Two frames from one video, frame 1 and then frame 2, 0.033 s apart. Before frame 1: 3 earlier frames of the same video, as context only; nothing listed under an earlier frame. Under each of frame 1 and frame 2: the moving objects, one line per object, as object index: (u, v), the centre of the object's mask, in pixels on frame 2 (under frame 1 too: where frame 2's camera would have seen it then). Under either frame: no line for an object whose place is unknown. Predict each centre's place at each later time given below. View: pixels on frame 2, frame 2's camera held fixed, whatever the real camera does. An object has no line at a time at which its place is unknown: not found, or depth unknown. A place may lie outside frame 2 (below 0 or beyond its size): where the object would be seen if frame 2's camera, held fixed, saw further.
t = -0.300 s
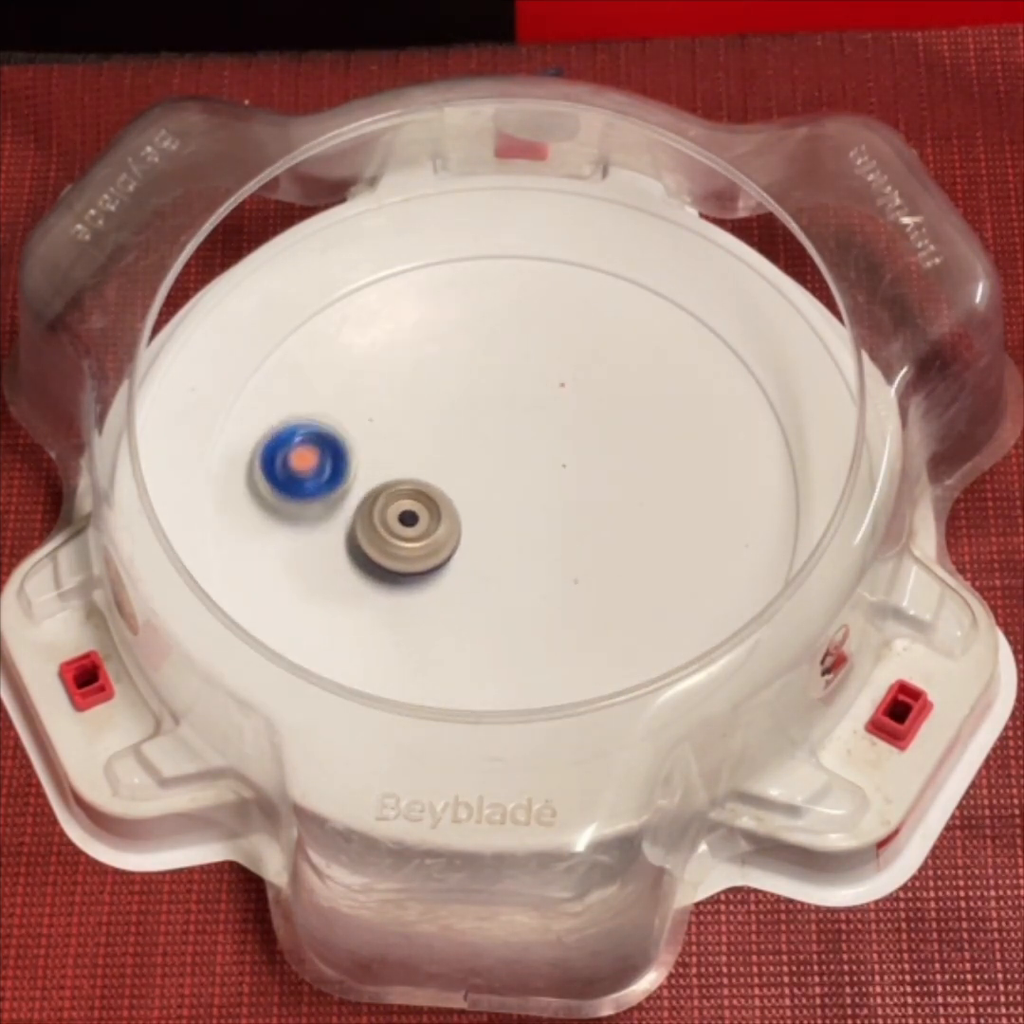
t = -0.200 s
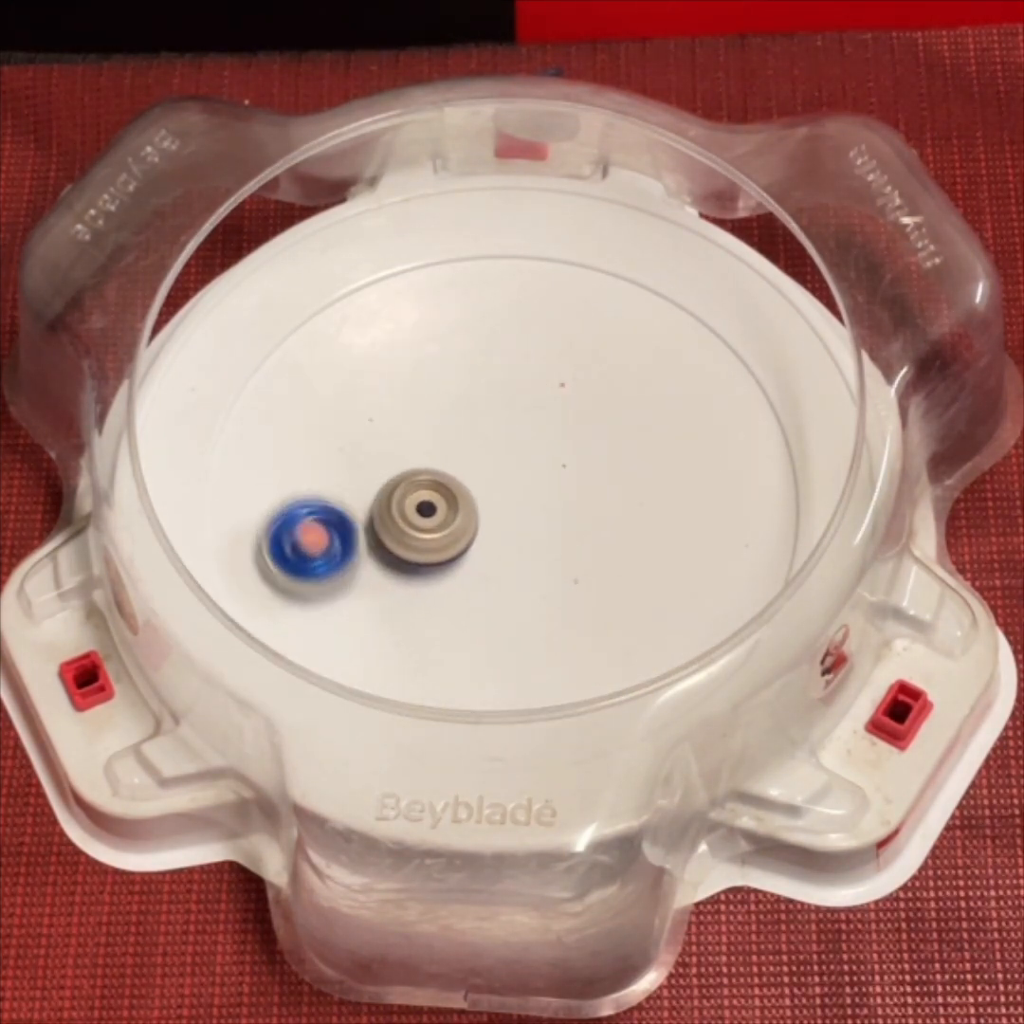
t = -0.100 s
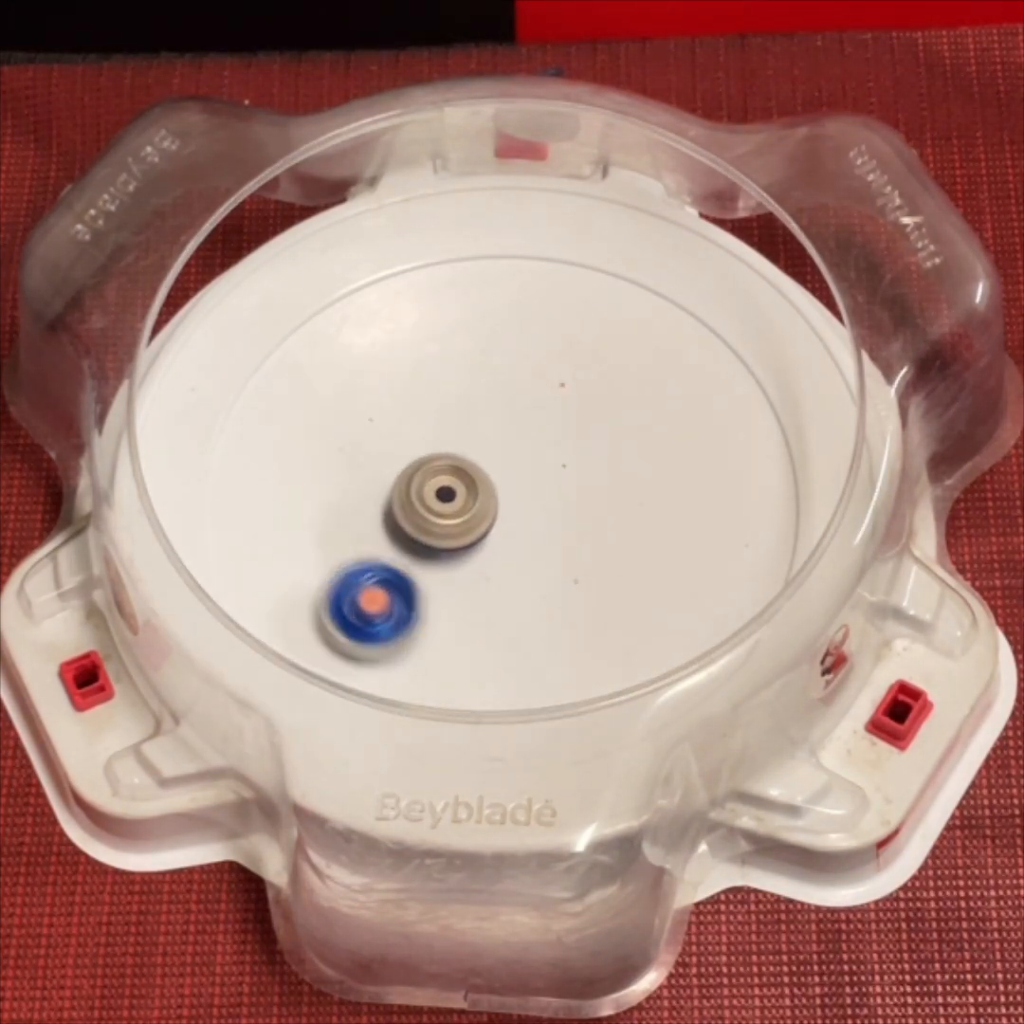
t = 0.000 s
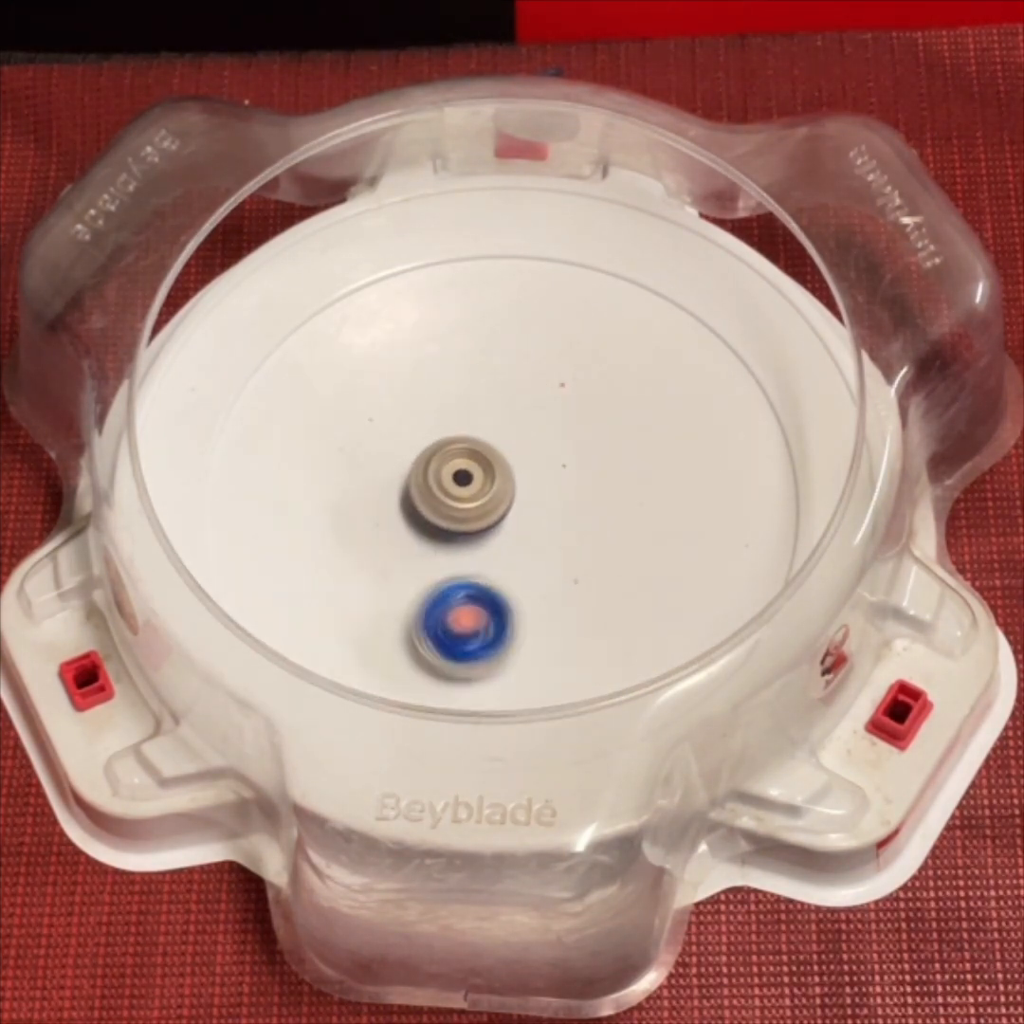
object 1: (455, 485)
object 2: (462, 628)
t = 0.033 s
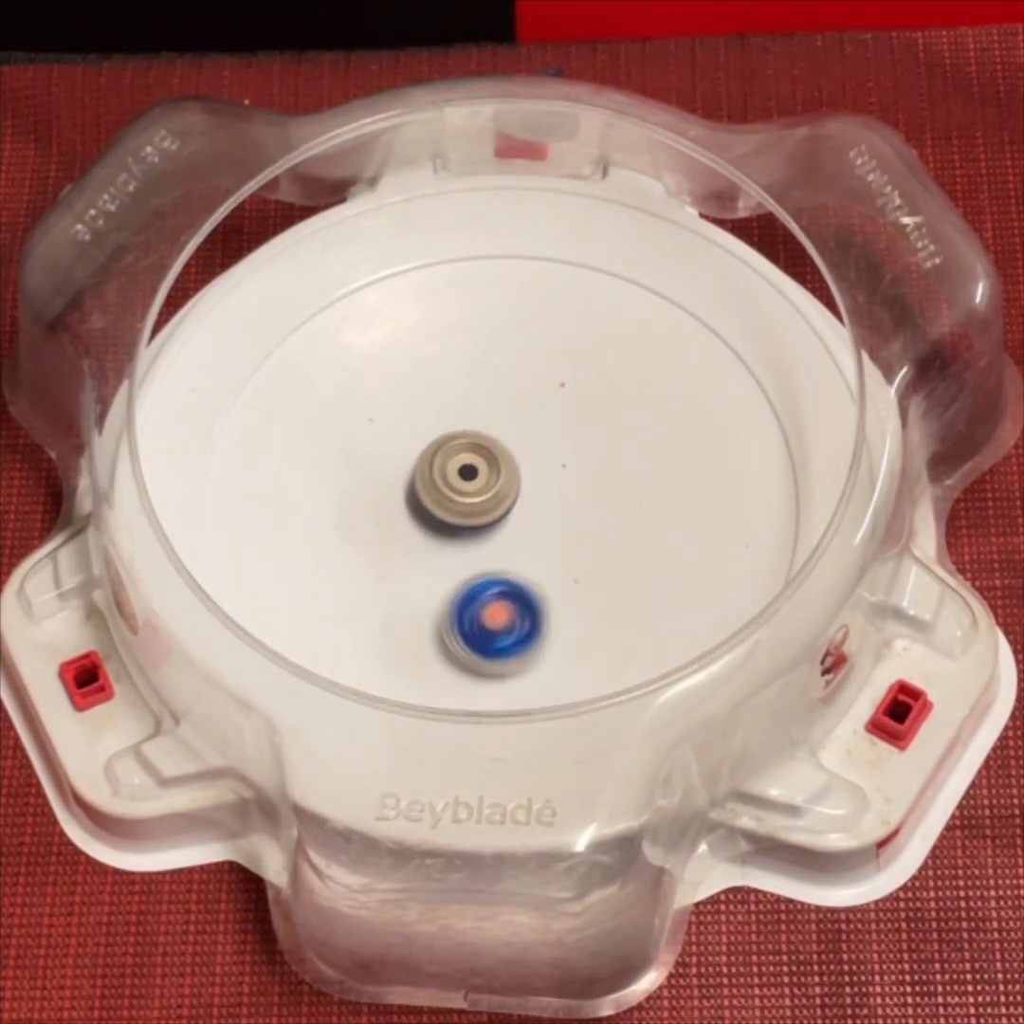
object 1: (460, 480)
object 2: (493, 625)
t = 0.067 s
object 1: (465, 475)
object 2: (524, 617)
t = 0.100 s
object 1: (470, 470)
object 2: (551, 604)
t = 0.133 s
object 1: (475, 465)
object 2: (575, 588)
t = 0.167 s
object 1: (481, 460)
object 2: (595, 568)
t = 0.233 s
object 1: (489, 450)
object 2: (620, 521)
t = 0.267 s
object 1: (492, 447)
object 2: (625, 495)
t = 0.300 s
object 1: (495, 443)
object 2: (626, 471)
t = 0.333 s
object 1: (497, 439)
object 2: (622, 447)
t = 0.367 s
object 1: (499, 437)
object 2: (613, 424)
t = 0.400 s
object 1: (462, 439)
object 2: (640, 394)
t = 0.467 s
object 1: (366, 445)
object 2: (694, 345)
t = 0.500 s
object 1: (332, 452)
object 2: (702, 328)
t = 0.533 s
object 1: (313, 461)
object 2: (696, 313)
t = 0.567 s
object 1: (304, 475)
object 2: (677, 309)
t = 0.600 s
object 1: (300, 490)
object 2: (653, 306)
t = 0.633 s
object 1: (299, 506)
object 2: (628, 303)
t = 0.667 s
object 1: (299, 521)
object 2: (601, 301)
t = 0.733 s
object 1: (308, 549)
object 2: (545, 298)
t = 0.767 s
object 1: (314, 562)
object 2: (515, 301)
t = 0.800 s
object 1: (322, 573)
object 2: (487, 310)
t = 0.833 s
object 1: (331, 583)
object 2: (460, 325)
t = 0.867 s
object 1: (342, 591)
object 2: (438, 343)
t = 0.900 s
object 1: (354, 599)
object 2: (420, 368)
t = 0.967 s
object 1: (380, 609)
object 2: (398, 423)
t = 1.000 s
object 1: (394, 611)
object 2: (396, 451)
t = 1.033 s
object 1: (407, 612)
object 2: (399, 479)
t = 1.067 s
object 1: (422, 612)
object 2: (407, 507)
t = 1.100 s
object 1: (435, 616)
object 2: (420, 525)
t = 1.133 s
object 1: (437, 638)
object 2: (451, 501)
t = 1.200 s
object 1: (448, 723)
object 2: (522, 480)
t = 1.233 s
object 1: (470, 721)
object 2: (547, 472)
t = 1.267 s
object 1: (494, 707)
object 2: (567, 461)
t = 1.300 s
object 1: (516, 704)
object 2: (586, 455)
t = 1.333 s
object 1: (538, 698)
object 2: (601, 456)
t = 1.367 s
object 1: (557, 673)
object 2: (611, 460)
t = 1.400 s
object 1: (580, 660)
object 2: (616, 466)
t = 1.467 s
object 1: (616, 628)
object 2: (621, 487)
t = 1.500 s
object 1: (624, 612)
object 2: (624, 498)
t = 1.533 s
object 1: (626, 598)
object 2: (627, 505)
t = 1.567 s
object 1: (623, 606)
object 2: (629, 499)
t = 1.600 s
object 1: (616, 611)
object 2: (630, 492)
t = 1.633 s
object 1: (610, 610)
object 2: (628, 489)
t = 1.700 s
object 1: (599, 600)
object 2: (614, 489)
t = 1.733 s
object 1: (591, 595)
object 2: (603, 490)
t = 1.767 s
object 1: (583, 589)
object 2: (592, 496)
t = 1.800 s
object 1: (572, 590)
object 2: (581, 497)
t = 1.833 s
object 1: (559, 593)
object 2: (569, 500)
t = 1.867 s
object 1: (532, 639)
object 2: (569, 458)
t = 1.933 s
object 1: (469, 692)
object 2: (553, 388)
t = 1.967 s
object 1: (442, 706)
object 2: (537, 370)
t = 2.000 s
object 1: (431, 713)
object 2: (517, 359)
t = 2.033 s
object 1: (422, 714)
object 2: (495, 357)
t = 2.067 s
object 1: (418, 715)
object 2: (471, 361)
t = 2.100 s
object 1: (416, 712)
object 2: (448, 368)
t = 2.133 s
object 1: (414, 708)
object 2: (426, 379)
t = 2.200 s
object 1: (408, 693)
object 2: (387, 410)
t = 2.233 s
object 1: (403, 681)
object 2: (371, 428)
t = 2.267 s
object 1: (401, 670)
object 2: (360, 448)
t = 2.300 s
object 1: (398, 664)
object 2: (352, 469)
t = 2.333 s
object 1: (398, 656)
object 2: (348, 491)
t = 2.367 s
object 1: (397, 644)
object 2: (346, 513)
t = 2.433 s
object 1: (409, 630)
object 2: (347, 540)
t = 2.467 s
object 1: (430, 650)
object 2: (344, 529)
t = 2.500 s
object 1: (447, 655)
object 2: (347, 523)
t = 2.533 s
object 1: (465, 654)
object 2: (354, 523)
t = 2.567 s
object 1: (477, 643)
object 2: (362, 529)
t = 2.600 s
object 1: (491, 629)
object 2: (373, 540)
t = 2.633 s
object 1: (503, 611)
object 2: (387, 553)
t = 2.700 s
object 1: (535, 566)
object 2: (417, 574)
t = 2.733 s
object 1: (562, 541)
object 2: (427, 579)
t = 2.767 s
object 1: (583, 512)
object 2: (442, 581)
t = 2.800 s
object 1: (597, 480)
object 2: (462, 579)
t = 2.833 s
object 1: (609, 446)
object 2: (483, 573)
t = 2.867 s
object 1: (611, 414)
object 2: (503, 563)
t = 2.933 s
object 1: (606, 364)
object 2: (535, 535)
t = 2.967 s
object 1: (594, 343)
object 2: (543, 518)
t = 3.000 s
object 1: (584, 330)
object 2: (548, 501)
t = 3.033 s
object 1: (576, 324)
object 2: (549, 482)
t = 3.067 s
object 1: (569, 319)
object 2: (546, 464)
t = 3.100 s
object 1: (567, 316)
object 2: (539, 447)
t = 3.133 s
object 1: (561, 314)
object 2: (528, 432)
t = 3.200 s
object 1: (542, 314)
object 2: (499, 410)
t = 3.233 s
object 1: (542, 315)
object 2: (479, 405)
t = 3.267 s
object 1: (536, 319)
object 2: (458, 403)
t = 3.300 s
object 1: (530, 325)
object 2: (438, 407)
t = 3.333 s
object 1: (518, 334)
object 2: (418, 416)
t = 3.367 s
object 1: (512, 343)
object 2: (402, 427)
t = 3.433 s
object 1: (497, 361)
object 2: (380, 459)
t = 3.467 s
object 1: (489, 372)
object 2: (376, 479)
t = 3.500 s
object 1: (480, 385)
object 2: (377, 499)
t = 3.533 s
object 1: (470, 401)
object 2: (383, 519)
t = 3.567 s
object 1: (459, 419)
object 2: (393, 537)
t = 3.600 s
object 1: (453, 440)
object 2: (407, 554)
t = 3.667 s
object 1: (436, 461)
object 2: (439, 593)
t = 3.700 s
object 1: (439, 448)
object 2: (452, 628)
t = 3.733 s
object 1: (442, 443)
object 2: (468, 653)
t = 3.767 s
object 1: (444, 444)
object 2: (486, 663)
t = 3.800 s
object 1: (442, 449)
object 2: (507, 667)
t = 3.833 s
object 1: (438, 454)
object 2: (529, 667)
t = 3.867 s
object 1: (435, 459)
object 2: (552, 664)
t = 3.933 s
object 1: (429, 467)
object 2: (595, 653)
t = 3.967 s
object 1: (426, 472)
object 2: (616, 644)
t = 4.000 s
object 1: (423, 476)
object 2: (635, 632)
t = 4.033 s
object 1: (421, 480)
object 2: (651, 618)
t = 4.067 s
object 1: (419, 485)
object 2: (664, 600)
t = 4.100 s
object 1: (417, 489)
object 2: (673, 580)
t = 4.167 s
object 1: (414, 498)
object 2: (678, 535)
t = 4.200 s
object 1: (413, 502)
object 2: (674, 516)
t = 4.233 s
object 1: (412, 506)
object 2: (665, 495)
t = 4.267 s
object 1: (411, 510)
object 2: (652, 476)
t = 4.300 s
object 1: (411, 514)
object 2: (637, 458)
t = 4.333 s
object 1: (411, 518)
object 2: (618, 443)
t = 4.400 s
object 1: (413, 525)
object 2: (574, 421)
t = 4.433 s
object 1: (414, 529)
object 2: (550, 415)
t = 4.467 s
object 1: (417, 532)
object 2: (526, 411)
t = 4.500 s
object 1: (420, 536)
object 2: (502, 411)
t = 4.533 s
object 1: (423, 538)
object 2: (479, 412)
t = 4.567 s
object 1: (427, 540)
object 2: (456, 417)
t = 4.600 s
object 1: (431, 542)
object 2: (435, 423)
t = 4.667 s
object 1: (440, 545)
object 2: (396, 440)
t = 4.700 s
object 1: (445, 546)
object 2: (379, 451)
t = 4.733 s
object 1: (450, 547)
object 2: (364, 464)
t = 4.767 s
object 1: (455, 547)
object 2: (353, 478)
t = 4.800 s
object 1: (460, 548)
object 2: (342, 494)
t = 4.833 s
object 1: (466, 547)
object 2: (334, 510)
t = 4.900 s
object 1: (475, 547)
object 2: (327, 544)
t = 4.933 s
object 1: (481, 546)
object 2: (328, 562)
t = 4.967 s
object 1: (485, 546)
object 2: (332, 580)
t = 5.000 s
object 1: (490, 545)
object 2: (340, 596)
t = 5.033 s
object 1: (495, 544)
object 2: (352, 611)
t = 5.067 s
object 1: (500, 543)
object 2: (369, 623)
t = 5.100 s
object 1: (504, 542)
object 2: (389, 632)
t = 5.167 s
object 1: (512, 539)
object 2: (436, 639)
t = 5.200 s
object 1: (516, 537)
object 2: (462, 637)
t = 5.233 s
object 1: (519, 534)
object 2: (487, 630)
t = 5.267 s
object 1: (528, 517)
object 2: (501, 634)
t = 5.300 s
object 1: (538, 499)
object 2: (515, 633)
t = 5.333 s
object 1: (542, 486)
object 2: (531, 624)
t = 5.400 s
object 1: (547, 473)
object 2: (559, 597)
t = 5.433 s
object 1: (547, 468)
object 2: (569, 580)
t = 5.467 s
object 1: (548, 461)
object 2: (575, 563)
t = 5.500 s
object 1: (553, 404)
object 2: (577, 586)
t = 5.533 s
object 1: (551, 351)
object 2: (578, 606)
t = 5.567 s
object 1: (541, 307)
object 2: (579, 616)
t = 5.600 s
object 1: (530, 268)
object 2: (580, 617)
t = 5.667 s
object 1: (491, 244)
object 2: (587, 599)
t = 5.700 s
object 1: (471, 248)
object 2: (588, 584)
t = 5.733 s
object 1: (451, 260)
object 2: (585, 568)
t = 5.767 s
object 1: (437, 278)
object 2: (577, 551)
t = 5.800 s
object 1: (414, 297)
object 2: (566, 537)
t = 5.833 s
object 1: (405, 319)
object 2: (552, 524)
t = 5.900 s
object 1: (382, 361)
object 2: (516, 504)
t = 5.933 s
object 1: (385, 387)
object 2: (498, 498)
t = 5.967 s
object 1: (394, 416)
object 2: (478, 494)
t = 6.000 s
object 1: (376, 400)
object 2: (481, 522)
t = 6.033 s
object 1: (352, 384)
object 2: (490, 552)
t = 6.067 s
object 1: (335, 376)
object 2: (495, 584)
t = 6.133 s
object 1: (323, 381)
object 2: (497, 622)
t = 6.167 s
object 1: (322, 397)
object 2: (498, 633)
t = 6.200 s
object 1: (325, 411)
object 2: (498, 637)
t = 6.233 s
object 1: (328, 421)
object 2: (498, 635)
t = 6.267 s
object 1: (331, 430)
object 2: (499, 627)
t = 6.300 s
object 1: (334, 439)
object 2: (501, 617)
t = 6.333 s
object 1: (340, 448)
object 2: (501, 603)
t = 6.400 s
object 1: (355, 470)
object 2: (493, 576)
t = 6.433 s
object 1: (367, 483)
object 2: (485, 562)
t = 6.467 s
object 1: (376, 492)
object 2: (481, 554)
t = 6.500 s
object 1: (350, 472)
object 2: (513, 569)
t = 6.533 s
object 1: (329, 457)
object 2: (539, 579)
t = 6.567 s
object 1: (320, 448)
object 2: (559, 583)
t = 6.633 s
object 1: (319, 448)
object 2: (582, 571)
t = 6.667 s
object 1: (322, 453)
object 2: (587, 558)
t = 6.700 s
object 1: (325, 459)
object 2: (589, 544)
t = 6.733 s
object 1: (327, 466)
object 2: (588, 529)
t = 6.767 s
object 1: (328, 472)
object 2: (584, 514)
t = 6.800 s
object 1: (331, 478)
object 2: (577, 500)
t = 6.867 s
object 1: (344, 494)
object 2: (558, 474)
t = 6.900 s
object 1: (353, 504)
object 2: (545, 464)
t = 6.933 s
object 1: (365, 515)
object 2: (531, 455)
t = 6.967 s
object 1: (379, 527)
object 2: (516, 449)
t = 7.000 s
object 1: (395, 539)
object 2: (500, 444)
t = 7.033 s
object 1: (412, 550)
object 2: (483, 442)
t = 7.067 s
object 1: (433, 559)
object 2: (466, 441)
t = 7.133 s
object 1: (473, 570)
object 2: (434, 444)
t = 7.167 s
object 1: (494, 573)
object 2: (419, 449)
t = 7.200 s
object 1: (509, 576)
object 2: (405, 456)
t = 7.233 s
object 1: (522, 579)
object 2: (393, 464)
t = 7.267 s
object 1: (532, 580)
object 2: (383, 474)
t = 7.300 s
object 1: (539, 583)
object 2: (375, 486)
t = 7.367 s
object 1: (550, 584)
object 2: (365, 512)
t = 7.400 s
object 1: (554, 585)
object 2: (366, 525)
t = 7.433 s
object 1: (555, 584)
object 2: (369, 538)
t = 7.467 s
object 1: (556, 582)
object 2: (375, 551)
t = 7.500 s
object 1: (560, 579)
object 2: (384, 562)
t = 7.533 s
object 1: (561, 578)
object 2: (395, 572)
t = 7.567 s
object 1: (560, 576)
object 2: (408, 580)
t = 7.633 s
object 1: (559, 569)
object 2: (442, 586)
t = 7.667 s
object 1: (561, 561)
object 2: (458, 585)
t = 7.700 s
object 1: (579, 559)
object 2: (468, 580)
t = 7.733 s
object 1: (603, 547)
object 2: (477, 571)
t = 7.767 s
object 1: (621, 532)
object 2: (491, 561)
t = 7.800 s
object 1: (631, 516)
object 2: (503, 551)
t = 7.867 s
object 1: (642, 485)
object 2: (522, 526)
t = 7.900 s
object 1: (644, 473)
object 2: (528, 512)
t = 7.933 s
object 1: (646, 465)
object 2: (531, 499)
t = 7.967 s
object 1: (642, 458)
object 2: (532, 485)
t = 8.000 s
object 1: (641, 454)
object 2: (532, 472)
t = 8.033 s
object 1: (641, 450)
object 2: (530, 460)
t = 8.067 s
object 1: (638, 448)
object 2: (526, 449)
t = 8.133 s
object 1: (628, 442)
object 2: (515, 428)
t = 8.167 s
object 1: (623, 438)
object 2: (506, 419)
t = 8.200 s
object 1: (620, 435)
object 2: (496, 412)
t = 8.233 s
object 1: (613, 433)
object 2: (484, 407)
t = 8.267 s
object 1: (603, 431)
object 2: (472, 405)
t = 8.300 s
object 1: (591, 430)
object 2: (459, 406)
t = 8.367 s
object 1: (557, 430)
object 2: (435, 416)
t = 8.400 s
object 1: (538, 432)
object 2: (425, 425)
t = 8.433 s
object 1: (524, 435)
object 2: (413, 435)
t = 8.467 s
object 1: (538, 444)
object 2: (375, 440)
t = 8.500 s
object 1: (544, 454)
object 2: (350, 447)
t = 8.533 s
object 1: (545, 463)
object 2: (335, 458)
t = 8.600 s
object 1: (537, 475)
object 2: (323, 482)
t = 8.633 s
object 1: (528, 481)
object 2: (319, 495)
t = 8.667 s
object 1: (522, 484)
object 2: (317, 509)
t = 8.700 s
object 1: (515, 489)
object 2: (318, 523)
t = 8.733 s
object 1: (505, 492)
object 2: (321, 537)
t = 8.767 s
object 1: (498, 497)
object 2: (326, 551)
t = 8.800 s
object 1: (485, 502)
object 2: (333, 564)
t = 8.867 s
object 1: (468, 506)
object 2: (355, 587)
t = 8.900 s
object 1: (456, 510)
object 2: (370, 596)
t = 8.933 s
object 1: (445, 514)
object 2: (388, 602)
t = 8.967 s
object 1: (437, 511)
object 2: (405, 608)
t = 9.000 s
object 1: (427, 510)
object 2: (424, 610)
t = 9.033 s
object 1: (423, 508)
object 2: (440, 613)
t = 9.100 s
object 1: (418, 501)
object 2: (475, 611)
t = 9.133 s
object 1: (421, 498)
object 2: (492, 608)
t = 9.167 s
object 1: (423, 494)
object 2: (508, 603)
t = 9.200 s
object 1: (428, 490)
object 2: (524, 596)
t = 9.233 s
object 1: (430, 487)
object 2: (538, 590)
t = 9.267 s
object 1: (439, 488)
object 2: (552, 580)
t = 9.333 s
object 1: (457, 487)
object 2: (574, 559)
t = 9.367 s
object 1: (464, 485)
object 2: (582, 547)
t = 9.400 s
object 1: (473, 487)
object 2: (588, 535)
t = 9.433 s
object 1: (483, 491)
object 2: (593, 523)
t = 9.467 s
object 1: (486, 493)
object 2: (601, 512)
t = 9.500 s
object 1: (491, 493)
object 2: (606, 502)
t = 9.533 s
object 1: (494, 489)
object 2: (612, 491)
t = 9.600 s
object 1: (492, 489)
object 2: (618, 467)
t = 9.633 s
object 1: (490, 492)
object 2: (618, 455)
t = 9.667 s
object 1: (489, 494)
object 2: (616, 443)
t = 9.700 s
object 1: (491, 492)
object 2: (610, 434)
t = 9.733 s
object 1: (490, 491)
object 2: (603, 424)
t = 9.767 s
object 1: (490, 493)
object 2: (593, 416)
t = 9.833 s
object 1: (490, 497)
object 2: (568, 407)
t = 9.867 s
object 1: (490, 499)
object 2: (554, 403)
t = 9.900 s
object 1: (487, 500)
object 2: (538, 404)
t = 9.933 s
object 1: (486, 501)
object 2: (522, 406)
